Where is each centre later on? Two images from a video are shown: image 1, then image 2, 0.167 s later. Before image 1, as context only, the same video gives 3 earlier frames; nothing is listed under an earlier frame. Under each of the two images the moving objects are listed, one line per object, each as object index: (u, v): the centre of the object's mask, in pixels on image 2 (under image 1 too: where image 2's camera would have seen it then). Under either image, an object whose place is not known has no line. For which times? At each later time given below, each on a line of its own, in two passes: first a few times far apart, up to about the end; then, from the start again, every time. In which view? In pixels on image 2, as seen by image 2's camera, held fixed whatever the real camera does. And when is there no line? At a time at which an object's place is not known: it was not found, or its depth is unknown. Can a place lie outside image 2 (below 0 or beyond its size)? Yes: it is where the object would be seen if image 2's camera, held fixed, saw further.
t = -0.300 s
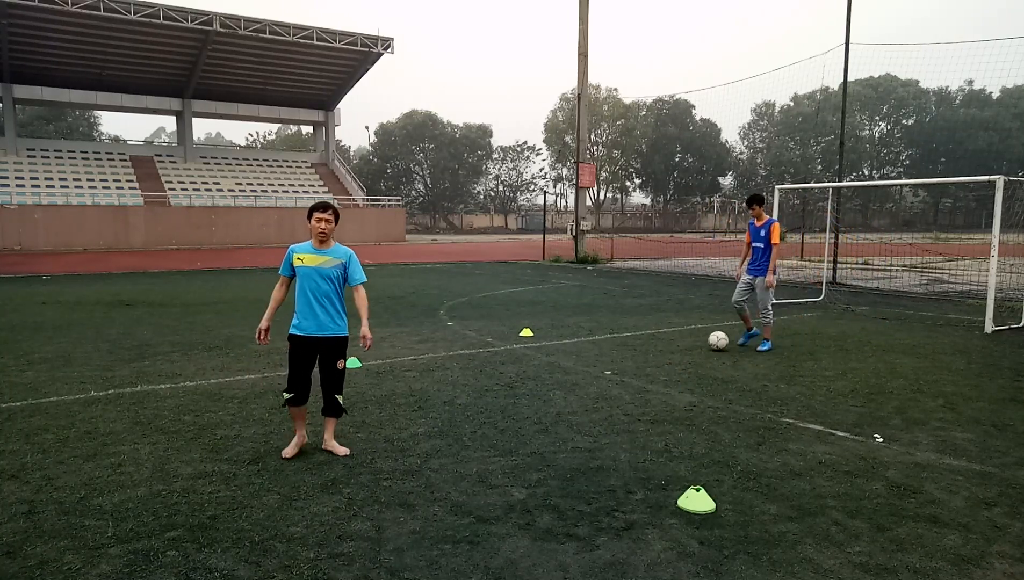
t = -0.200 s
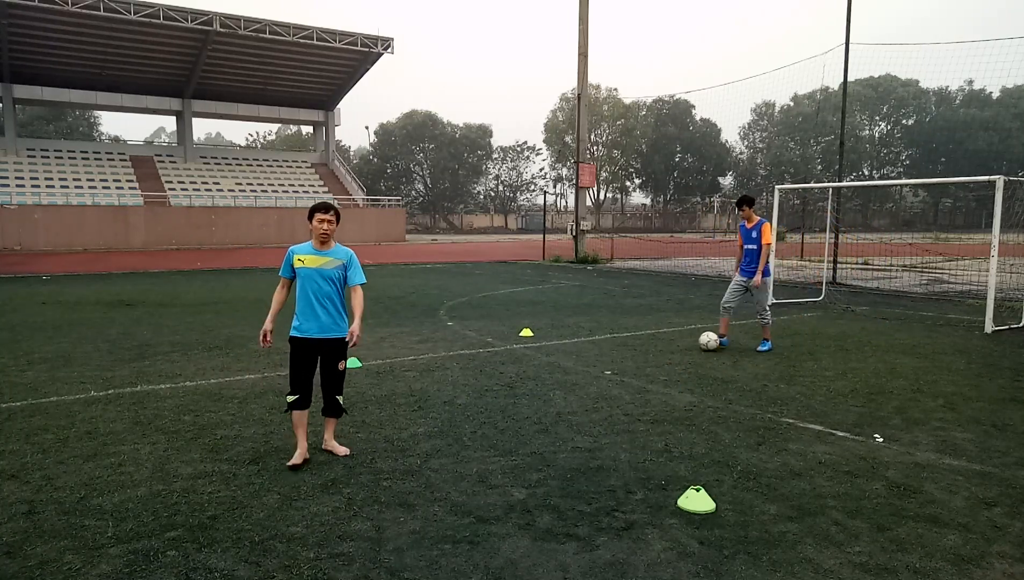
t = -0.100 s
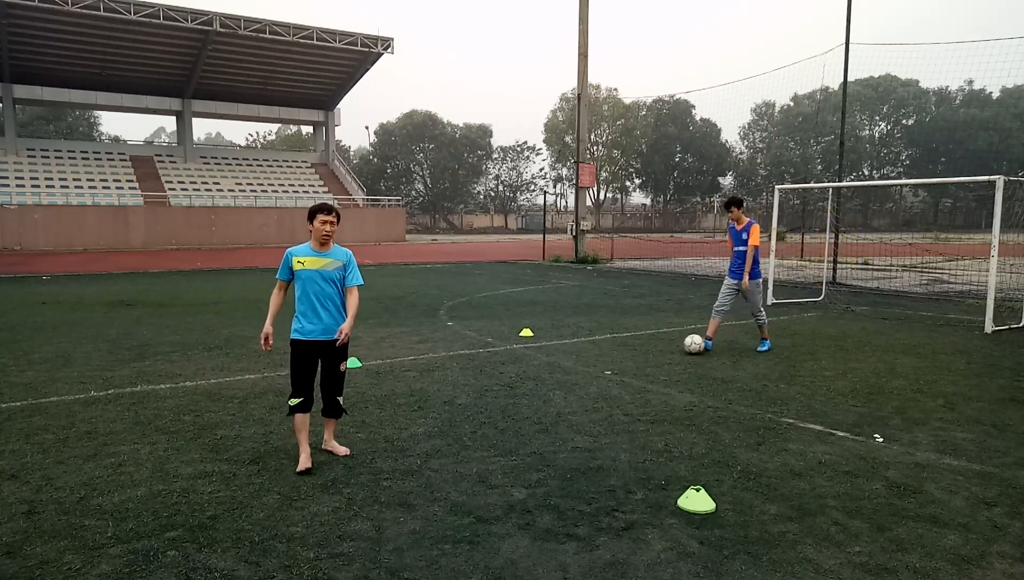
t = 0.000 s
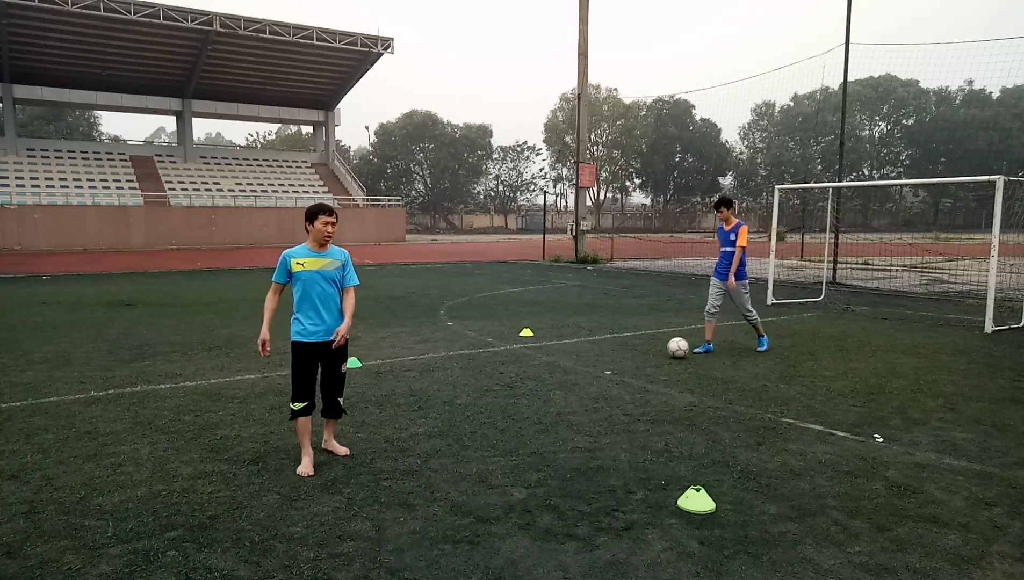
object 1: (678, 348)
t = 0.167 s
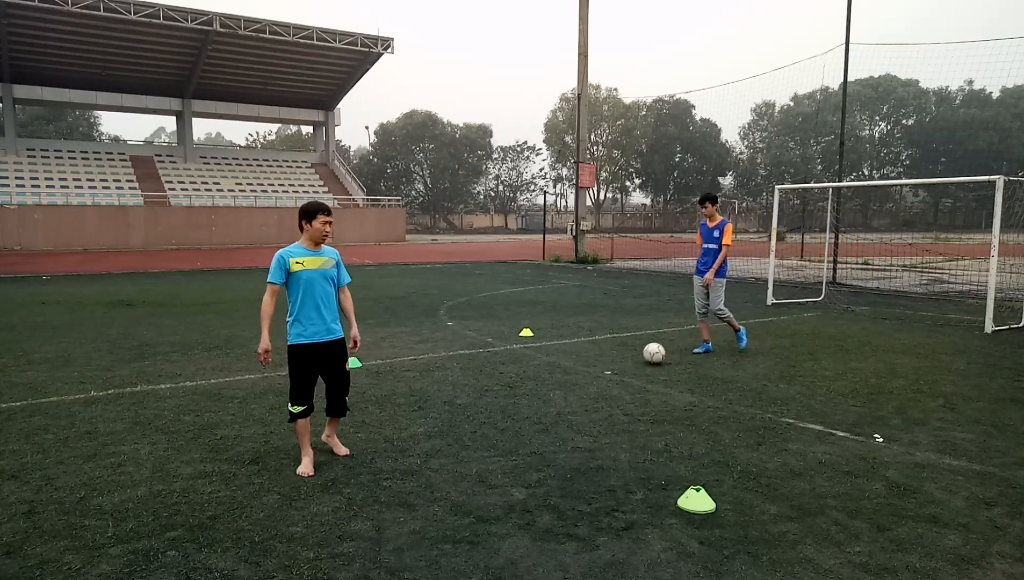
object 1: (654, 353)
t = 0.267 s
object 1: (640, 357)
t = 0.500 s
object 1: (605, 363)
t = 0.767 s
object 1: (562, 373)
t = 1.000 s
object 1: (523, 382)
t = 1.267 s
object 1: (473, 393)
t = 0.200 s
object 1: (649, 354)
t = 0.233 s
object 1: (644, 356)
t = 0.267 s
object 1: (640, 357)
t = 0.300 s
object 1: (634, 358)
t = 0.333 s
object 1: (630, 359)
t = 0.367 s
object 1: (625, 359)
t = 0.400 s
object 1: (620, 361)
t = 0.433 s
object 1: (615, 362)
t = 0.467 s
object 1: (610, 363)
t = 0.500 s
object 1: (605, 363)
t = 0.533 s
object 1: (600, 365)
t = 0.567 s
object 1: (594, 366)
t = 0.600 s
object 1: (589, 367)
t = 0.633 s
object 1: (584, 369)
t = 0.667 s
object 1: (578, 370)
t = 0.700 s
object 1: (573, 371)
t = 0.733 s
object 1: (568, 372)
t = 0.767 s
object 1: (562, 373)
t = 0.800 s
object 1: (557, 374)
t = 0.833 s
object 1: (551, 376)
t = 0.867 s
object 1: (546, 377)
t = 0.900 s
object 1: (540, 378)
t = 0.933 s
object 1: (534, 379)
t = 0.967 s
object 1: (529, 381)
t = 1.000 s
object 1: (523, 382)
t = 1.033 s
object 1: (517, 383)
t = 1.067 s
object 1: (511, 384)
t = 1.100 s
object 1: (505, 386)
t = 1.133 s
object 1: (498, 387)
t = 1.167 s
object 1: (492, 388)
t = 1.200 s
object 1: (486, 390)
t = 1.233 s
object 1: (480, 391)
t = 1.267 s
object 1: (473, 393)
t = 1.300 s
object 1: (467, 394)
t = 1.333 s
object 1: (460, 396)
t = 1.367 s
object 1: (454, 397)
